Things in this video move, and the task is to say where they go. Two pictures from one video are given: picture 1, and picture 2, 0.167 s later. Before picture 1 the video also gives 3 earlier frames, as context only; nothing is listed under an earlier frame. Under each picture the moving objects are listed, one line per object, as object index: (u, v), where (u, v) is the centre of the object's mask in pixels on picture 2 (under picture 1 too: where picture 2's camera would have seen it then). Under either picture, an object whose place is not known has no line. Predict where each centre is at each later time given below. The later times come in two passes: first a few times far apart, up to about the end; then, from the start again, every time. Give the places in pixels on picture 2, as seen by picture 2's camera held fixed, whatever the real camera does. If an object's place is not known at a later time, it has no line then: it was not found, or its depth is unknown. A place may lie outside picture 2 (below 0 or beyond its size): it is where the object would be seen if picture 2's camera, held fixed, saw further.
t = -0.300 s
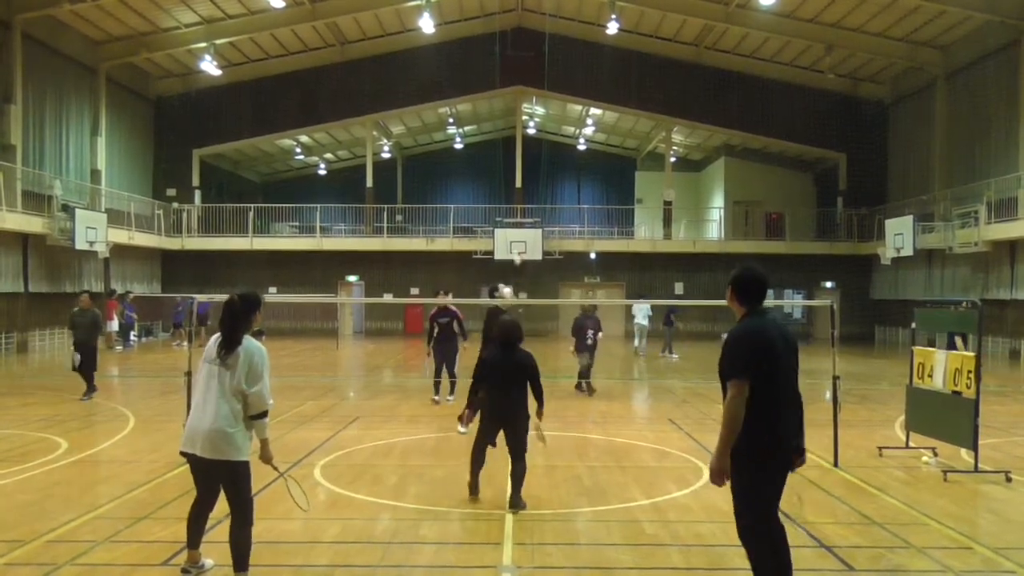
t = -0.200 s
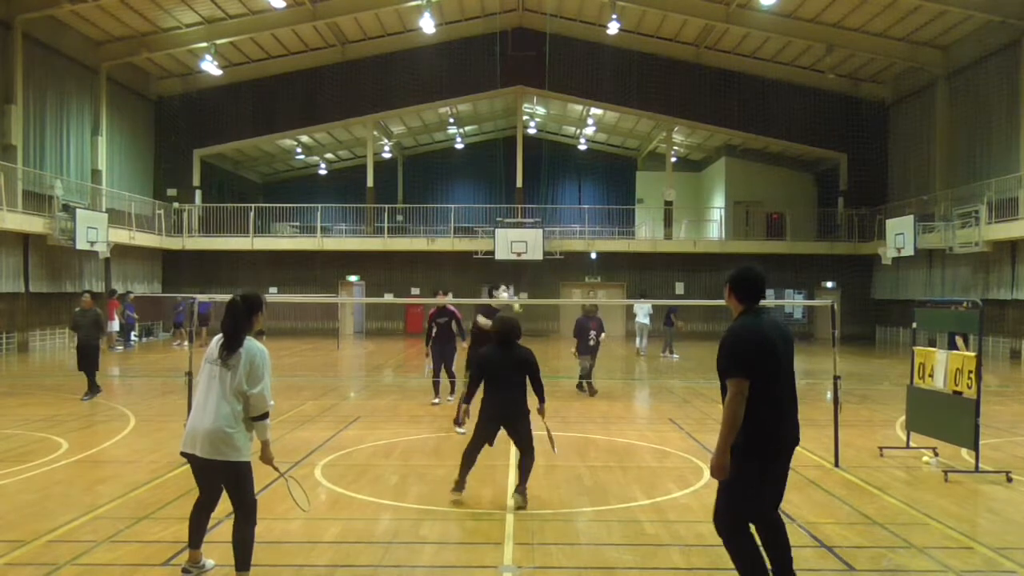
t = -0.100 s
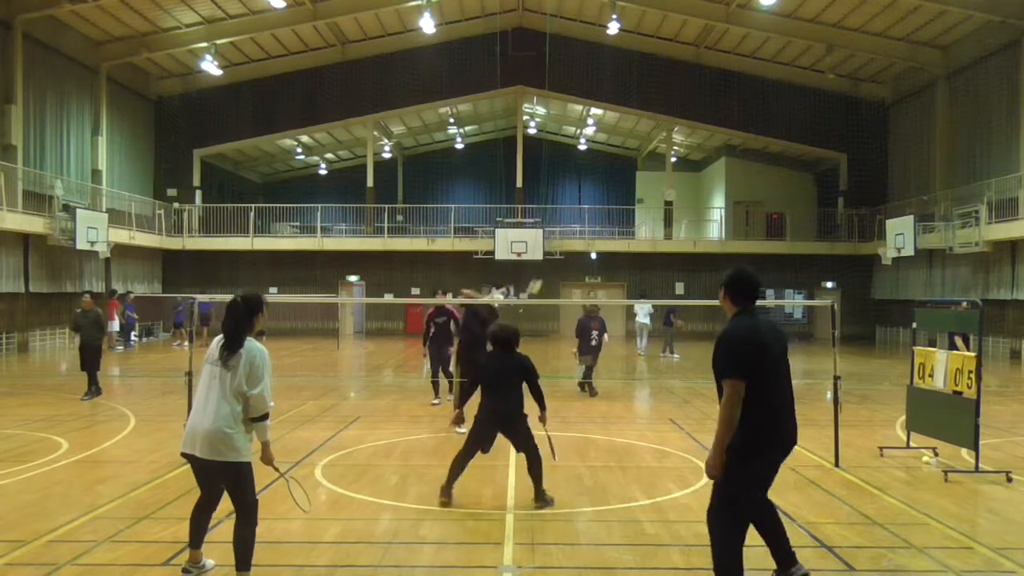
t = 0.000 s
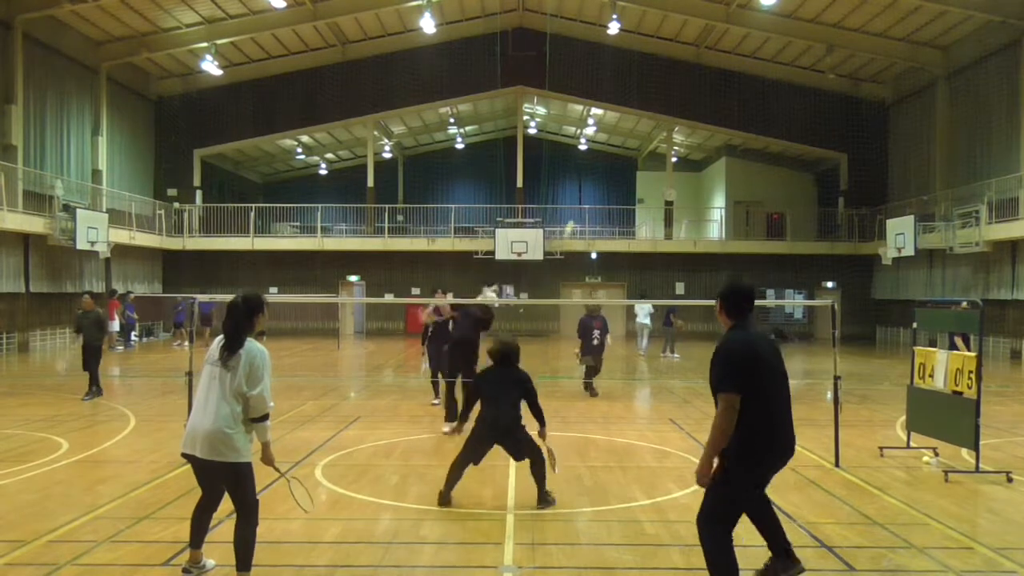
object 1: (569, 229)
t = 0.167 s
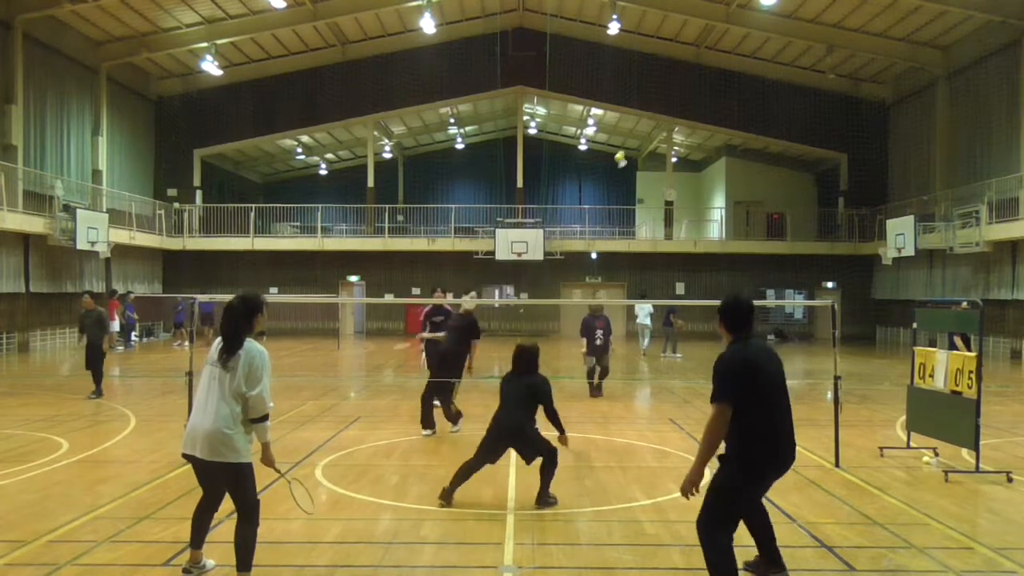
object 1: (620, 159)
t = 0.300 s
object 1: (657, 123)
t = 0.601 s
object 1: (734, 119)
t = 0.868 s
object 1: (793, 216)
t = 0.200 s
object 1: (630, 148)
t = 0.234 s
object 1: (639, 139)
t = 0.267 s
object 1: (648, 130)
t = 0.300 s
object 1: (657, 123)
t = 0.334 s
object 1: (666, 118)
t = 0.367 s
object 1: (676, 113)
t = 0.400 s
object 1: (684, 110)
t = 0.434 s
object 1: (692, 108)
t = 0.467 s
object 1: (701, 108)
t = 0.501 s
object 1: (709, 108)
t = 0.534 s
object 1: (717, 110)
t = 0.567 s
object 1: (725, 114)
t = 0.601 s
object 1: (734, 119)
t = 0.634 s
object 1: (742, 125)
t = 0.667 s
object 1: (750, 133)
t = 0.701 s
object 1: (757, 144)
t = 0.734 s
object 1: (764, 155)
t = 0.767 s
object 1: (772, 168)
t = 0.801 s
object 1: (779, 182)
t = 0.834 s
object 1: (786, 198)
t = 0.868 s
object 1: (793, 216)
